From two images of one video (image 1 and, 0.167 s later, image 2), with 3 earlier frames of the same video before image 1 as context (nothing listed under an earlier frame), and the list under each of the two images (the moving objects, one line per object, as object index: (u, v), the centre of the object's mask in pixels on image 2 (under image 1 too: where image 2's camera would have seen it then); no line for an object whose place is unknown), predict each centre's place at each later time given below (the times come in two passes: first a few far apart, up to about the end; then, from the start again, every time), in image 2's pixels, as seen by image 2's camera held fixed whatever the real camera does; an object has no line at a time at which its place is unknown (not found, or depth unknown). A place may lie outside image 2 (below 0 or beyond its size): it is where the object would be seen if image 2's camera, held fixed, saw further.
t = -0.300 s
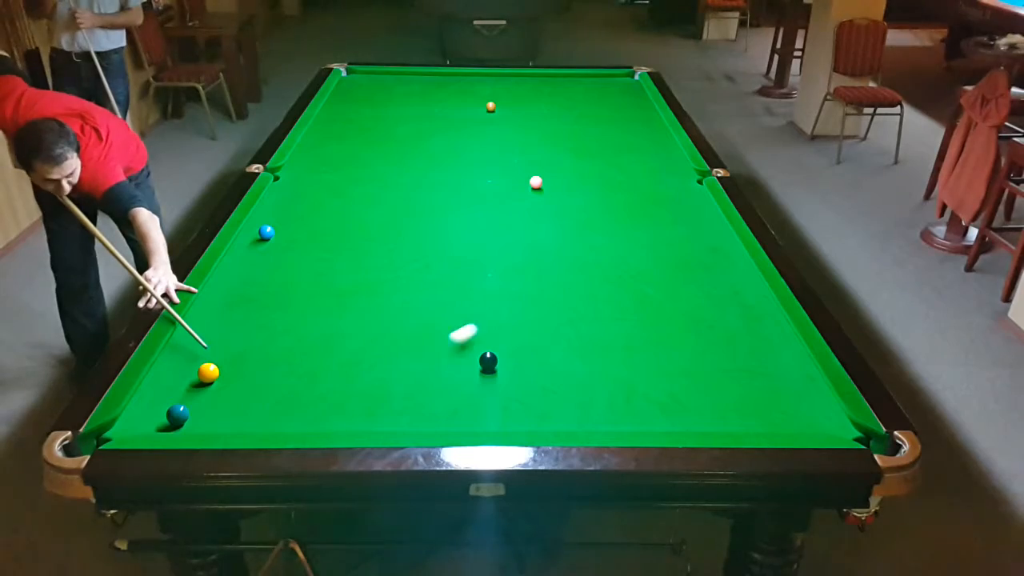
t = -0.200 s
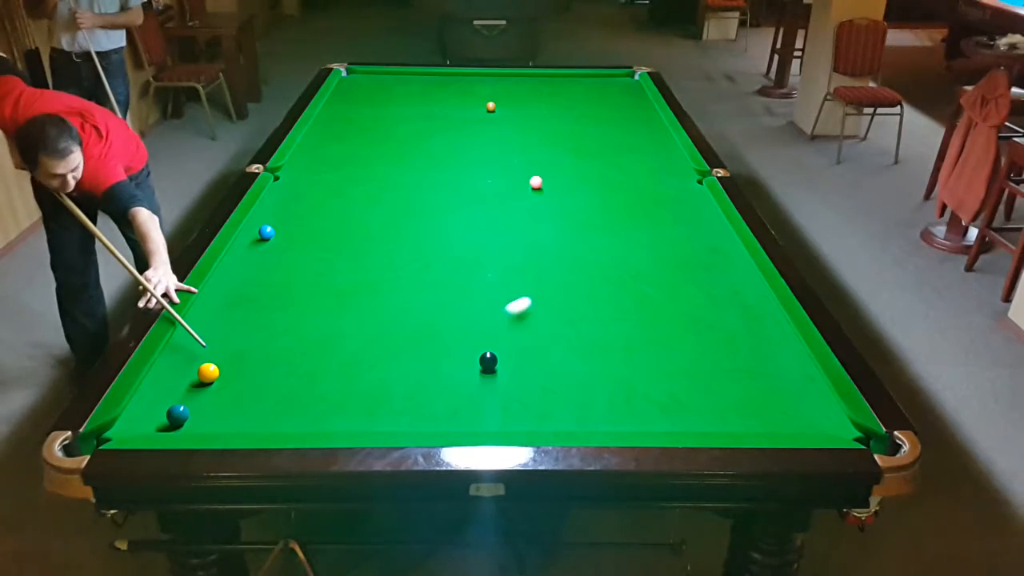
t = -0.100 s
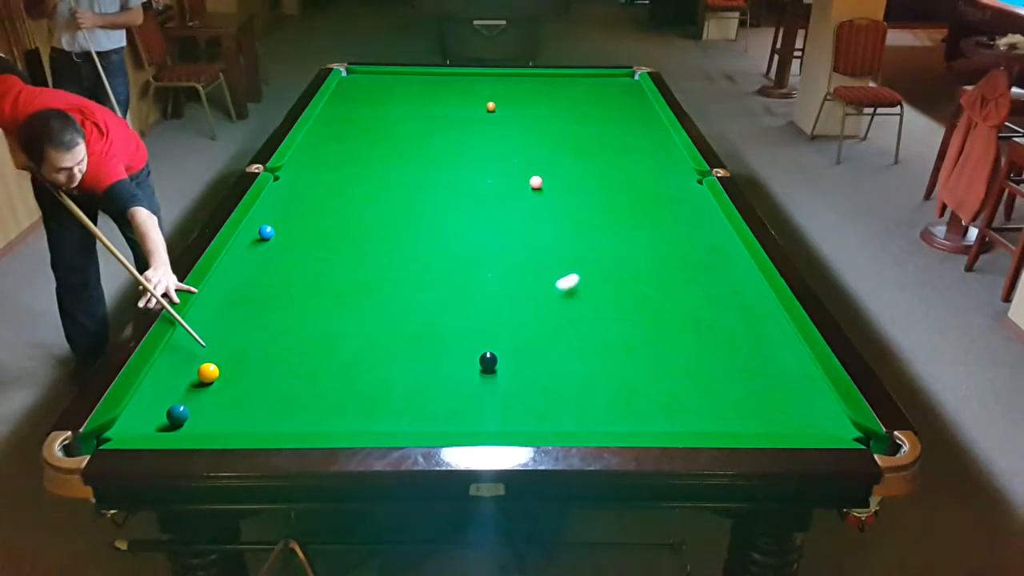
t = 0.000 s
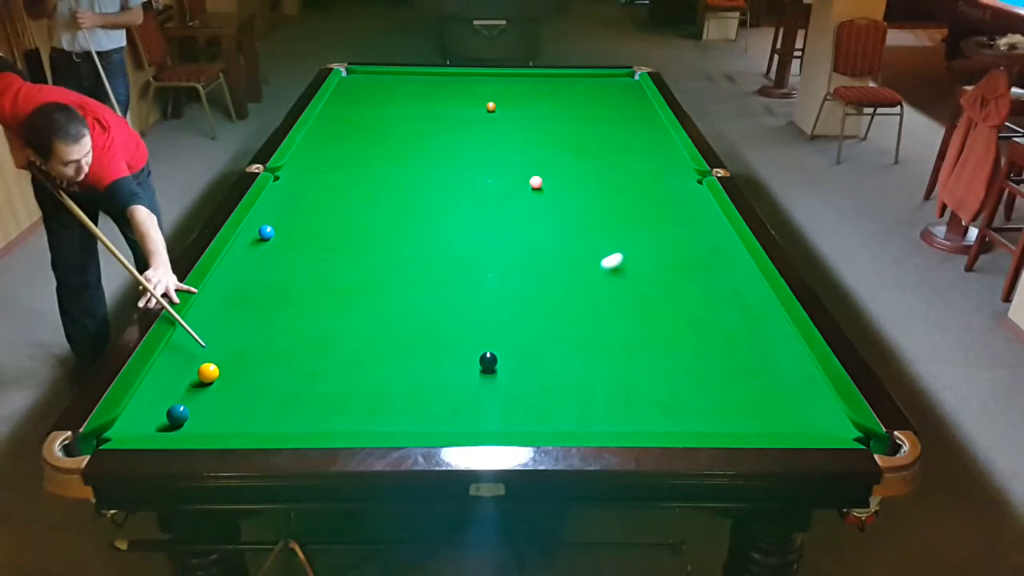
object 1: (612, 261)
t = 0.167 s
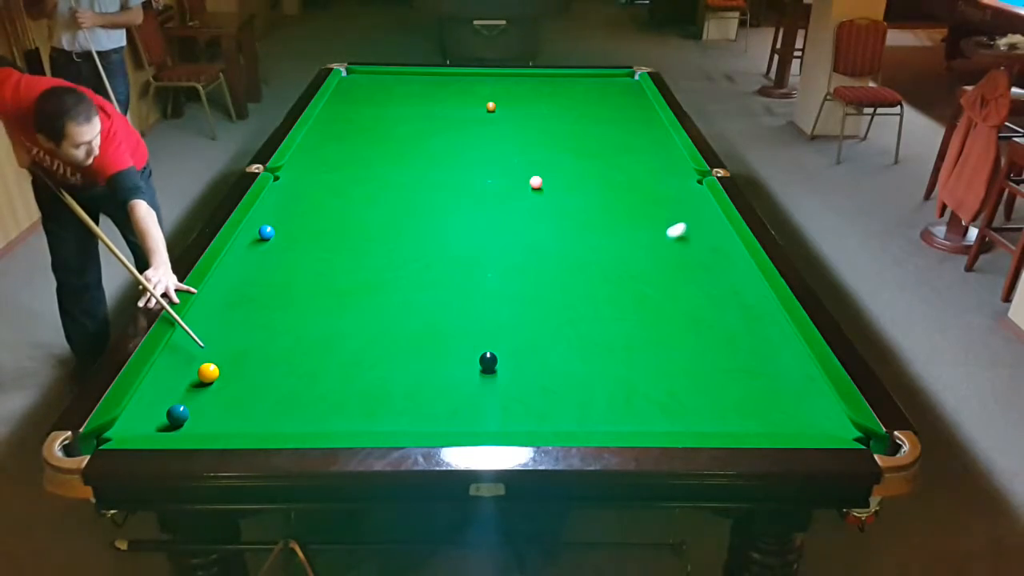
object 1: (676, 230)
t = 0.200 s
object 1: (688, 225)
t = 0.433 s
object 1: (650, 189)
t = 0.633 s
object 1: (590, 163)
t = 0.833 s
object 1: (540, 141)
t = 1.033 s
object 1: (497, 122)
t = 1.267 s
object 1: (454, 102)
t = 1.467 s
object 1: (421, 87)
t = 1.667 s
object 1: (393, 74)
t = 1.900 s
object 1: (350, 79)
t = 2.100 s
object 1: (358, 88)
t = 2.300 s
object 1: (377, 97)
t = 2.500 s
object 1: (398, 107)
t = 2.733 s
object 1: (423, 118)
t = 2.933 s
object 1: (446, 129)
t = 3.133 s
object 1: (469, 140)
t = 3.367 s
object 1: (498, 153)
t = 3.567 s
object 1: (525, 165)
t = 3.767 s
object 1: (552, 177)
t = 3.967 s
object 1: (582, 190)
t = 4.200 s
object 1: (618, 206)
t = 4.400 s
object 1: (650, 220)
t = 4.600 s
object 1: (685, 235)
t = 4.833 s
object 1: (727, 253)
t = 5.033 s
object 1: (732, 266)
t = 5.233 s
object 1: (721, 274)
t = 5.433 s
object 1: (712, 289)
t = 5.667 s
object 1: (700, 303)
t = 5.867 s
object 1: (689, 314)
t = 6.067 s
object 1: (679, 326)
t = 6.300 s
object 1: (667, 338)
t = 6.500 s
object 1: (656, 349)
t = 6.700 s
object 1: (647, 360)
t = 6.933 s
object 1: (635, 372)
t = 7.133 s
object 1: (626, 381)
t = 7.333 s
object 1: (617, 390)
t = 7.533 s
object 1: (609, 399)
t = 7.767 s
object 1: (600, 408)
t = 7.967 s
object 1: (593, 415)
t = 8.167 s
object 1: (587, 420)
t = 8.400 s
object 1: (580, 424)
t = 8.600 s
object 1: (576, 422)
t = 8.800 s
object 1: (573, 421)
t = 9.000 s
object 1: (572, 420)
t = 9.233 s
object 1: (571, 420)
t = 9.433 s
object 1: (571, 420)
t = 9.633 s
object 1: (571, 420)
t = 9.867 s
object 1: (571, 420)
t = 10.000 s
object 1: (571, 420)
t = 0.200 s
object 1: (688, 225)
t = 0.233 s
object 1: (700, 219)
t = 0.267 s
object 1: (710, 214)
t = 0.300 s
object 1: (702, 209)
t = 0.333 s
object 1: (687, 203)
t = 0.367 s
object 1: (674, 198)
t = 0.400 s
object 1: (662, 194)
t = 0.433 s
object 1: (650, 189)
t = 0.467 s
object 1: (639, 184)
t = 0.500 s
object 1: (629, 180)
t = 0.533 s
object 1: (619, 176)
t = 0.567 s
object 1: (609, 172)
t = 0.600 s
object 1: (600, 167)
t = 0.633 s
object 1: (590, 163)
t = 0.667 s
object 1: (582, 159)
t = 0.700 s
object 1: (573, 156)
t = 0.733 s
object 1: (564, 152)
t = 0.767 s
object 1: (556, 148)
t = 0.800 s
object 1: (548, 145)
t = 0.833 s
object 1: (540, 141)
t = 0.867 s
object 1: (533, 138)
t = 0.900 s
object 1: (525, 135)
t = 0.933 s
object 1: (518, 132)
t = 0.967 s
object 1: (511, 128)
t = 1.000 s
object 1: (504, 125)
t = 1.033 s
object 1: (497, 122)
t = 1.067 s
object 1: (490, 119)
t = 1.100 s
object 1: (484, 116)
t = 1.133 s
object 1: (478, 113)
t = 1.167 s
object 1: (471, 110)
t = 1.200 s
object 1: (466, 108)
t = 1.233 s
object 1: (460, 105)
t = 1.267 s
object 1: (454, 102)
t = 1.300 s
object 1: (448, 100)
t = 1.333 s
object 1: (443, 97)
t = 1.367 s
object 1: (437, 95)
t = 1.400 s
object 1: (432, 92)
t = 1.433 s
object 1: (427, 90)
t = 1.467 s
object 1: (421, 87)
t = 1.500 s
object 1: (416, 85)
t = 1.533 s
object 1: (411, 83)
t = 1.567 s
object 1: (407, 81)
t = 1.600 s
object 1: (402, 79)
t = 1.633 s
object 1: (397, 76)
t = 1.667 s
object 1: (393, 74)
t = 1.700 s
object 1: (388, 72)
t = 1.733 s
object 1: (383, 72)
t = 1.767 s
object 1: (376, 74)
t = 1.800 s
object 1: (370, 75)
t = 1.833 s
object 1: (363, 77)
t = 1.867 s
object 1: (357, 78)
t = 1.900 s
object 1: (350, 79)
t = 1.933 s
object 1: (344, 80)
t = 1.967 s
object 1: (344, 82)
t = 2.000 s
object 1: (348, 83)
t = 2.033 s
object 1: (351, 85)
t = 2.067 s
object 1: (355, 86)
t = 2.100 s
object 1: (358, 88)
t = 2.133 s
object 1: (361, 89)
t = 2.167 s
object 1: (364, 91)
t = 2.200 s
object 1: (367, 92)
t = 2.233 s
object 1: (371, 94)
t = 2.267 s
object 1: (374, 95)
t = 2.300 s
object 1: (377, 97)
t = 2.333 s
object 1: (381, 99)
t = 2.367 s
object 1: (384, 100)
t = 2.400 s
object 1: (387, 102)
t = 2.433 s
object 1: (391, 103)
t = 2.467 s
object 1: (394, 105)
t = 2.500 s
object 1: (398, 107)
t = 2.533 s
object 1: (401, 108)
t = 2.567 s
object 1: (405, 110)
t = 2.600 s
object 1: (408, 112)
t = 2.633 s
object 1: (412, 113)
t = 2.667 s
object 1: (416, 115)
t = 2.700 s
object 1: (419, 117)
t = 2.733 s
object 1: (423, 118)
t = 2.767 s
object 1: (427, 120)
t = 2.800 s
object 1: (430, 122)
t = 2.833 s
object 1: (434, 124)
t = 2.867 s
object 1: (438, 125)
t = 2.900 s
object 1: (442, 127)
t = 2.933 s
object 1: (446, 129)
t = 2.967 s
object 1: (450, 131)
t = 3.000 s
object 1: (453, 132)
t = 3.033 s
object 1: (457, 134)
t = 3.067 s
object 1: (461, 136)
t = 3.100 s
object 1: (465, 138)
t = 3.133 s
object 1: (469, 140)
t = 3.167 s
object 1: (473, 141)
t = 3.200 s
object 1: (477, 143)
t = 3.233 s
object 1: (481, 145)
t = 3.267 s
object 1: (486, 147)
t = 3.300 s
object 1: (490, 149)
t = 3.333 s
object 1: (494, 151)
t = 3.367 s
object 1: (498, 153)
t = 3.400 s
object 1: (503, 155)
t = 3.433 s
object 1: (507, 157)
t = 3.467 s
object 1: (511, 159)
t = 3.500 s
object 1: (516, 161)
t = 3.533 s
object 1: (520, 163)
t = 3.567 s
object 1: (525, 165)
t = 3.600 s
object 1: (529, 167)
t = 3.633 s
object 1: (534, 168)
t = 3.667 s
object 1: (538, 171)
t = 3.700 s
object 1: (543, 172)
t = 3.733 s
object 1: (547, 175)
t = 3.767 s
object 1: (552, 177)
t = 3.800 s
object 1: (557, 179)
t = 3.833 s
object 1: (562, 181)
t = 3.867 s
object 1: (567, 183)
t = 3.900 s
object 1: (572, 186)
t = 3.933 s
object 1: (576, 188)
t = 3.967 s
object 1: (582, 190)
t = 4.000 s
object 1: (586, 192)
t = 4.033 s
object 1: (592, 194)
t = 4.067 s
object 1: (597, 197)
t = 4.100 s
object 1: (602, 199)
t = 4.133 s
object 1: (607, 201)
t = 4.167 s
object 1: (612, 204)
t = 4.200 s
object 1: (618, 206)
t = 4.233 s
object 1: (623, 208)
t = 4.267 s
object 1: (628, 210)
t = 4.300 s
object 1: (634, 213)
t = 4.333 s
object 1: (639, 215)
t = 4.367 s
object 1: (645, 218)
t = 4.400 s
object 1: (650, 220)
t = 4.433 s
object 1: (656, 222)
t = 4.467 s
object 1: (662, 225)
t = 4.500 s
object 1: (667, 227)
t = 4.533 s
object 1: (673, 230)
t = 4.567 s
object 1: (679, 232)
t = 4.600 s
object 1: (685, 235)
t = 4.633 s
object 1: (691, 237)
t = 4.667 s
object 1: (697, 240)
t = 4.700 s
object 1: (703, 242)
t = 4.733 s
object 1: (709, 245)
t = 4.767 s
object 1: (715, 247)
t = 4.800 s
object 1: (721, 250)
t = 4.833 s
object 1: (727, 253)
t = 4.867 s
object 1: (734, 255)
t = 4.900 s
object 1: (739, 258)
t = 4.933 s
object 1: (738, 260)
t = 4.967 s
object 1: (736, 262)
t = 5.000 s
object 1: (734, 264)
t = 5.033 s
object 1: (732, 266)
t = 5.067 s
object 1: (731, 268)
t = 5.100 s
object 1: (729, 270)
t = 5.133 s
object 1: (727, 272)
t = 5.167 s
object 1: (726, 274)
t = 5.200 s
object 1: (724, 272)
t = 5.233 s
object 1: (721, 274)
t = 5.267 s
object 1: (721, 280)
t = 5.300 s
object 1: (719, 281)
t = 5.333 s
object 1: (718, 283)
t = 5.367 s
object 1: (716, 285)
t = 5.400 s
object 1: (714, 287)
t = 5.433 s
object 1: (712, 289)
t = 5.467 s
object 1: (710, 291)
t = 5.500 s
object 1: (709, 293)
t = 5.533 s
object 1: (707, 295)
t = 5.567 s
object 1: (705, 297)
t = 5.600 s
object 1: (703, 299)
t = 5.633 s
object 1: (702, 301)
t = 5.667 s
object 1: (700, 303)
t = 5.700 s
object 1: (698, 305)
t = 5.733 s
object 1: (696, 306)
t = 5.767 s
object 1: (694, 308)
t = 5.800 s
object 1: (693, 310)
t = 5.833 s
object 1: (691, 312)
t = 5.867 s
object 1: (689, 314)
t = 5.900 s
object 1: (688, 316)
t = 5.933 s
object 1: (686, 318)
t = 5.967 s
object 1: (684, 320)
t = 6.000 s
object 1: (682, 321)
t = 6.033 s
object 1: (681, 324)
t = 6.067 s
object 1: (679, 326)
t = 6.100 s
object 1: (677, 327)
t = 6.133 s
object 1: (675, 329)
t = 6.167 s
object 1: (674, 331)
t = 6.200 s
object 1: (672, 333)
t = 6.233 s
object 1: (670, 335)
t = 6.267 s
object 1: (668, 336)
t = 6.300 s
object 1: (667, 338)
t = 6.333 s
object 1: (665, 340)
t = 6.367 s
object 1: (663, 342)
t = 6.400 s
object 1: (662, 344)
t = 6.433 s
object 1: (660, 346)
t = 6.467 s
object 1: (658, 348)
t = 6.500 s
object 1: (656, 349)
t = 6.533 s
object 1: (655, 351)
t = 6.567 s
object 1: (653, 353)
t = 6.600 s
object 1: (651, 355)
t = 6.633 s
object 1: (650, 356)
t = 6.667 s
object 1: (648, 358)
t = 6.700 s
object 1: (647, 360)
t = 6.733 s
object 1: (645, 362)
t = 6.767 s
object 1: (643, 363)
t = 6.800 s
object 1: (642, 365)
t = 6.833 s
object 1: (640, 367)
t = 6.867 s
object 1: (639, 368)
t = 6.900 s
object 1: (637, 370)
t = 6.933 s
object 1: (635, 372)
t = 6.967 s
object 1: (634, 373)
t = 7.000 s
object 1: (632, 375)
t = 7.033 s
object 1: (631, 377)
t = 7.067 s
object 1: (629, 378)
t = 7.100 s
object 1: (628, 380)
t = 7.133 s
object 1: (626, 381)
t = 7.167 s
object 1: (625, 383)
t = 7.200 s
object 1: (623, 384)
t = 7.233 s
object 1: (622, 386)
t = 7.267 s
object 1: (620, 387)
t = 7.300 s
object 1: (619, 389)
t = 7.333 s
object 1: (617, 390)
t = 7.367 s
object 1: (616, 392)
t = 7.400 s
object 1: (614, 394)
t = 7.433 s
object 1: (613, 395)
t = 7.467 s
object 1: (612, 396)
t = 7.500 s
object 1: (611, 397)
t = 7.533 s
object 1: (609, 399)
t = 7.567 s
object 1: (608, 400)
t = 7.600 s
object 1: (607, 402)
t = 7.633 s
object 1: (605, 403)
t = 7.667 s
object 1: (604, 404)
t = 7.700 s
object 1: (603, 405)
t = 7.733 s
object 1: (601, 407)
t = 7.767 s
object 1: (600, 408)
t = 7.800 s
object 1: (599, 409)
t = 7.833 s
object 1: (598, 411)
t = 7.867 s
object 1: (597, 411)
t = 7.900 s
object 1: (595, 412)
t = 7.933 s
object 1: (594, 413)
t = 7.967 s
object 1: (593, 415)
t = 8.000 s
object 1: (592, 416)
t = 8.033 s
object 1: (591, 417)
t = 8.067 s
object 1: (590, 418)
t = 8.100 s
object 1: (589, 419)
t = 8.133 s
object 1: (588, 419)
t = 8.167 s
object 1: (587, 420)
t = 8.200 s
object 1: (586, 421)
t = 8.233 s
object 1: (585, 421)
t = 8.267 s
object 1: (584, 422)
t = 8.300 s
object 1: (583, 422)
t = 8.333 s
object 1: (582, 423)
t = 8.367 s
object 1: (581, 424)
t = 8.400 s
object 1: (580, 424)
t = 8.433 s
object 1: (580, 423)
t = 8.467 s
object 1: (579, 423)
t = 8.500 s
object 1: (578, 423)
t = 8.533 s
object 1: (578, 422)
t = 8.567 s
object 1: (577, 422)
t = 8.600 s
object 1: (576, 422)
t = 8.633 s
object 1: (576, 422)
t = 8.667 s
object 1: (575, 421)
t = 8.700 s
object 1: (575, 421)
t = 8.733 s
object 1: (574, 421)
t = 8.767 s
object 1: (574, 421)
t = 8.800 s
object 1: (573, 421)
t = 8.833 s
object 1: (573, 421)
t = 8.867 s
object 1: (573, 421)
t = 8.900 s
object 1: (573, 421)
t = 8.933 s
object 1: (572, 420)
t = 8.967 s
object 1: (572, 420)
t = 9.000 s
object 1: (572, 420)
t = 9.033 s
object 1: (572, 420)
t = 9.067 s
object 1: (572, 420)
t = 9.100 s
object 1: (571, 420)
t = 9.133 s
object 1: (571, 420)
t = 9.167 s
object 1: (571, 420)
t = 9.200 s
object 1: (571, 420)
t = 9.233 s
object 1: (571, 420)
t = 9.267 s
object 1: (571, 420)
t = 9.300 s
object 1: (571, 420)
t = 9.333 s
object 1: (571, 420)
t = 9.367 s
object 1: (571, 420)
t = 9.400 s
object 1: (571, 420)
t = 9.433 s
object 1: (571, 420)
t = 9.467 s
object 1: (571, 420)
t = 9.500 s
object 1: (571, 420)
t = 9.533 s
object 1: (571, 420)
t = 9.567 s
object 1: (571, 420)
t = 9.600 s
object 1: (571, 420)
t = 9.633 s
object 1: (571, 420)
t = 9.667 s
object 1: (571, 420)
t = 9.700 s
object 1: (571, 420)
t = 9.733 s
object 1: (571, 420)
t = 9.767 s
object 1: (571, 420)
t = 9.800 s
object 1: (571, 420)
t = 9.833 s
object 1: (571, 420)
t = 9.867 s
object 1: (571, 420)
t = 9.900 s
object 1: (571, 420)
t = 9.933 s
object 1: (571, 420)
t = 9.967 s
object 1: (571, 420)
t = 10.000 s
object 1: (571, 420)
